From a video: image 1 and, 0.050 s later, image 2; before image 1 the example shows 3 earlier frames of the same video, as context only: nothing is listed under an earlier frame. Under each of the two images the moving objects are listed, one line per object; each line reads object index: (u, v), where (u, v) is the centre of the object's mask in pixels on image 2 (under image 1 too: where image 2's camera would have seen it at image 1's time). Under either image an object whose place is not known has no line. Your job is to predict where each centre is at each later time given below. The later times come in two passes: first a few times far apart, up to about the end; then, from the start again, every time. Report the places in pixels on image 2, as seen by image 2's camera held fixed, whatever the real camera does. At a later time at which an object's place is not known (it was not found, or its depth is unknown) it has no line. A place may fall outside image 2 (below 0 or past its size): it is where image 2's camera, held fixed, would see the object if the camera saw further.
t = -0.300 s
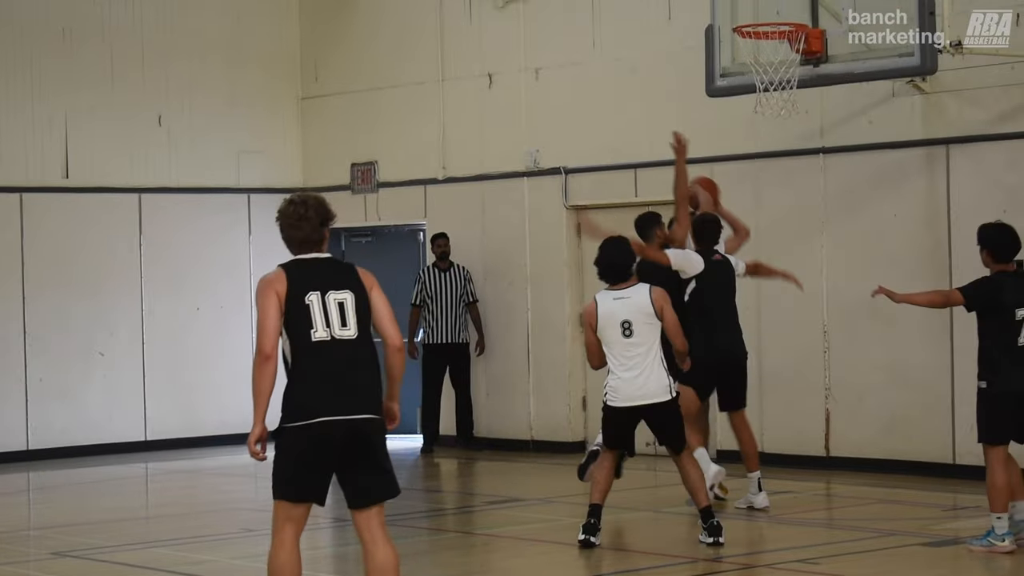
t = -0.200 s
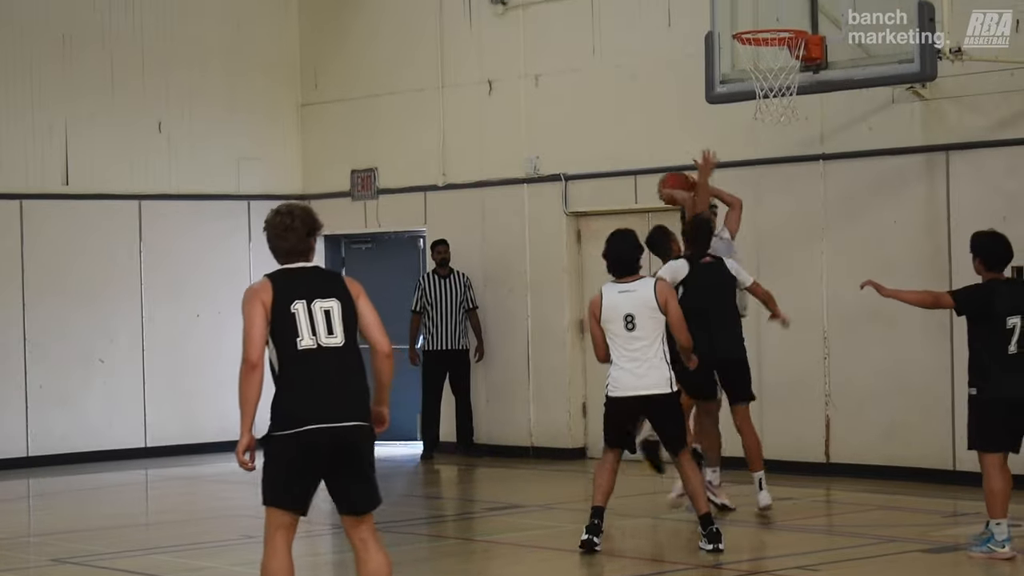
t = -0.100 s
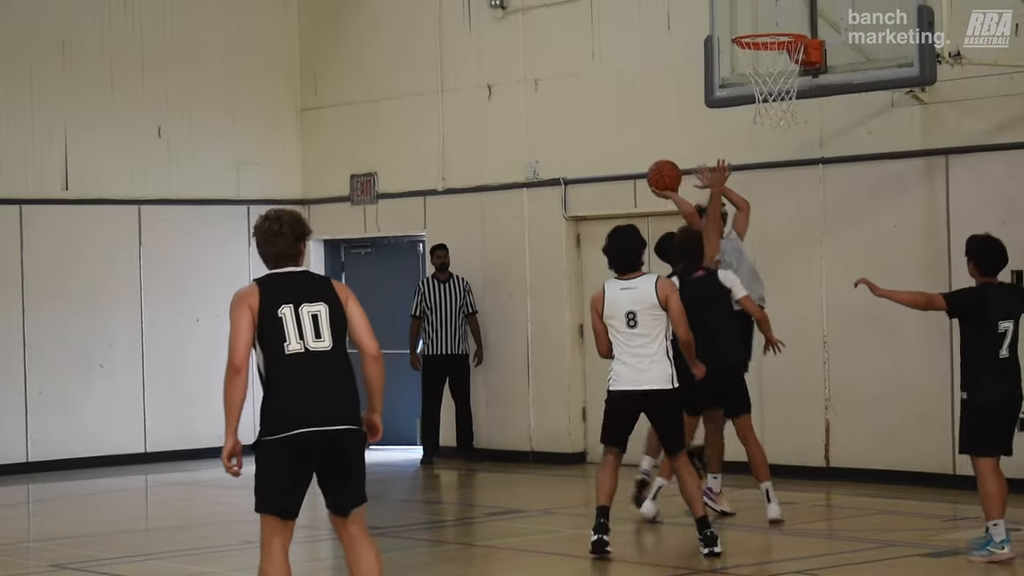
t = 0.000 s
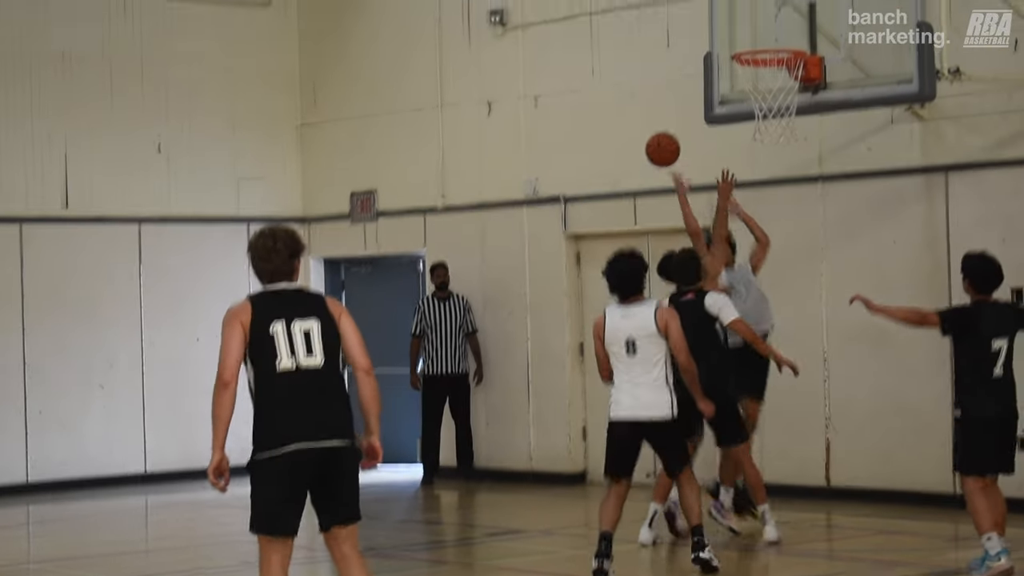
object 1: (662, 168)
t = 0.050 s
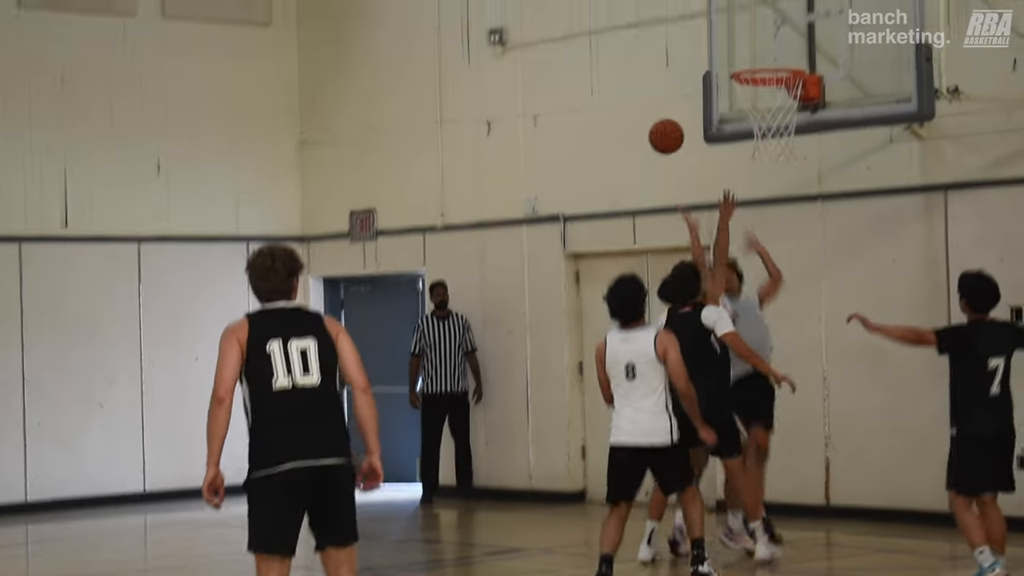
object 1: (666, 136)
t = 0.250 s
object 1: (686, 41)
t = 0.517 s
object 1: (715, 4)
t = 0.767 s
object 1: (737, 52)
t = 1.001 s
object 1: (709, 69)
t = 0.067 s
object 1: (668, 126)
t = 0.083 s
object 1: (669, 117)
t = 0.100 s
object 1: (671, 107)
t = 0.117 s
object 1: (672, 98)
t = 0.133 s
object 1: (674, 90)
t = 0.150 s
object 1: (676, 81)
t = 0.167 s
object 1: (677, 74)
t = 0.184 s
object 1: (679, 67)
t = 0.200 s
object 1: (681, 60)
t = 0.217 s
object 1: (682, 53)
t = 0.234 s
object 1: (684, 47)
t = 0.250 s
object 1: (686, 41)
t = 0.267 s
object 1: (687, 36)
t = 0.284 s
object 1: (689, 31)
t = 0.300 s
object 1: (691, 26)
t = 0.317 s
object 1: (693, 22)
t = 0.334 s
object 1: (694, 18)
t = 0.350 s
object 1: (696, 15)
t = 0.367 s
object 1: (698, 12)
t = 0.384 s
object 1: (700, 9)
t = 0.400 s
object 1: (702, 7)
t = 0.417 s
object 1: (704, 6)
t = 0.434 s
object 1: (705, 4)
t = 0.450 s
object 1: (707, 3)
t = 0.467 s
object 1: (709, 3)
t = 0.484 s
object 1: (711, 3)
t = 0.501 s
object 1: (713, 3)
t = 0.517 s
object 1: (715, 4)
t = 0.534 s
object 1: (717, 5)
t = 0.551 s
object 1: (718, 7)
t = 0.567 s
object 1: (720, 9)
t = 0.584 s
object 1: (722, 12)
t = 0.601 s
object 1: (724, 15)
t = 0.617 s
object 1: (726, 18)
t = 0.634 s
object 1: (728, 22)
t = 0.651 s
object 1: (730, 26)
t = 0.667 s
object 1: (732, 31)
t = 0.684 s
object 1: (734, 36)
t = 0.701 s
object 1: (737, 42)
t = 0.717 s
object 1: (739, 48)
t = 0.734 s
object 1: (740, 55)
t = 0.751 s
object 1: (739, 55)
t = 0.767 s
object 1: (737, 52)
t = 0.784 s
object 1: (735, 51)
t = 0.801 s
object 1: (733, 50)
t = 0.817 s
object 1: (731, 49)
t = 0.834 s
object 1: (729, 49)
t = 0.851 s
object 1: (727, 49)
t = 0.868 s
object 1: (725, 49)
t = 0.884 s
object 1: (723, 50)
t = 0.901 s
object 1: (721, 51)
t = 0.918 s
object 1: (719, 53)
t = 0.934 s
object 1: (717, 55)
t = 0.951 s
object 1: (715, 58)
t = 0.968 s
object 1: (713, 61)
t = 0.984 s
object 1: (711, 65)
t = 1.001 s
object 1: (709, 69)
